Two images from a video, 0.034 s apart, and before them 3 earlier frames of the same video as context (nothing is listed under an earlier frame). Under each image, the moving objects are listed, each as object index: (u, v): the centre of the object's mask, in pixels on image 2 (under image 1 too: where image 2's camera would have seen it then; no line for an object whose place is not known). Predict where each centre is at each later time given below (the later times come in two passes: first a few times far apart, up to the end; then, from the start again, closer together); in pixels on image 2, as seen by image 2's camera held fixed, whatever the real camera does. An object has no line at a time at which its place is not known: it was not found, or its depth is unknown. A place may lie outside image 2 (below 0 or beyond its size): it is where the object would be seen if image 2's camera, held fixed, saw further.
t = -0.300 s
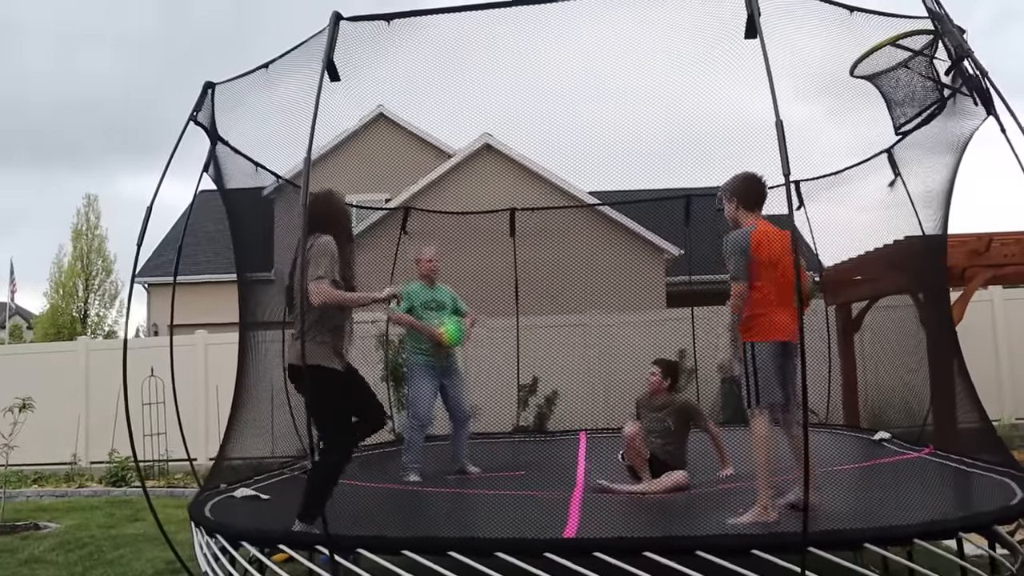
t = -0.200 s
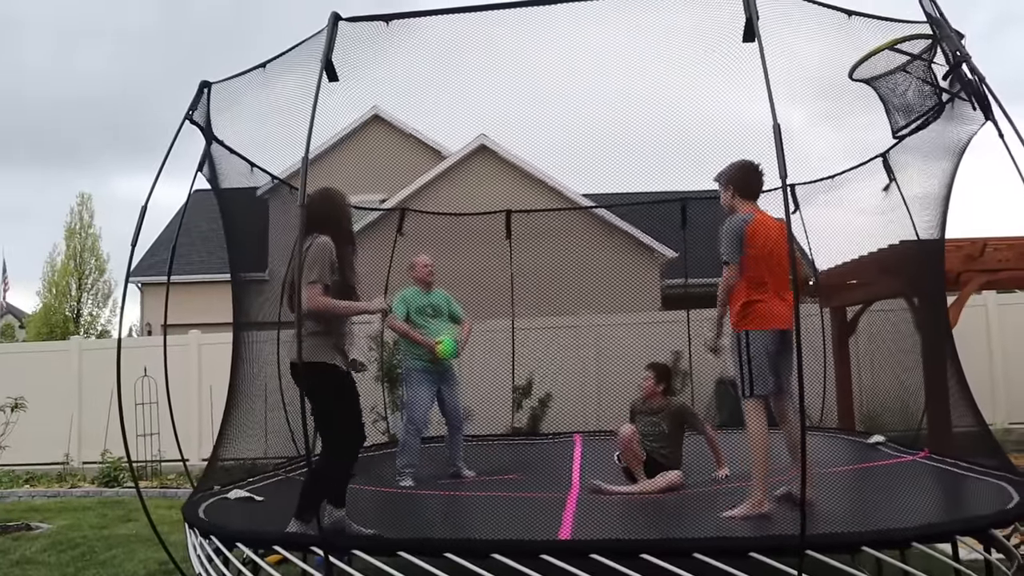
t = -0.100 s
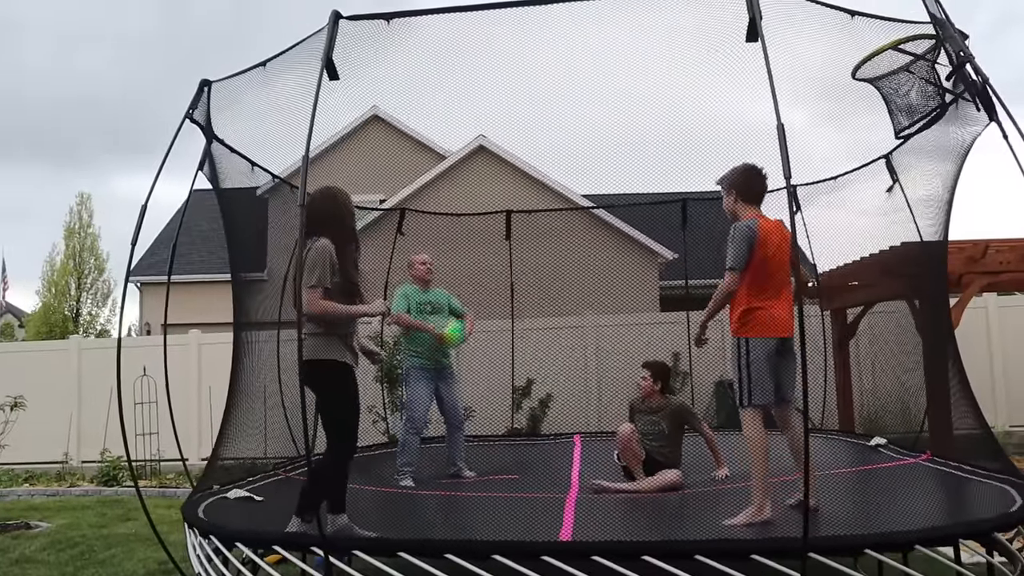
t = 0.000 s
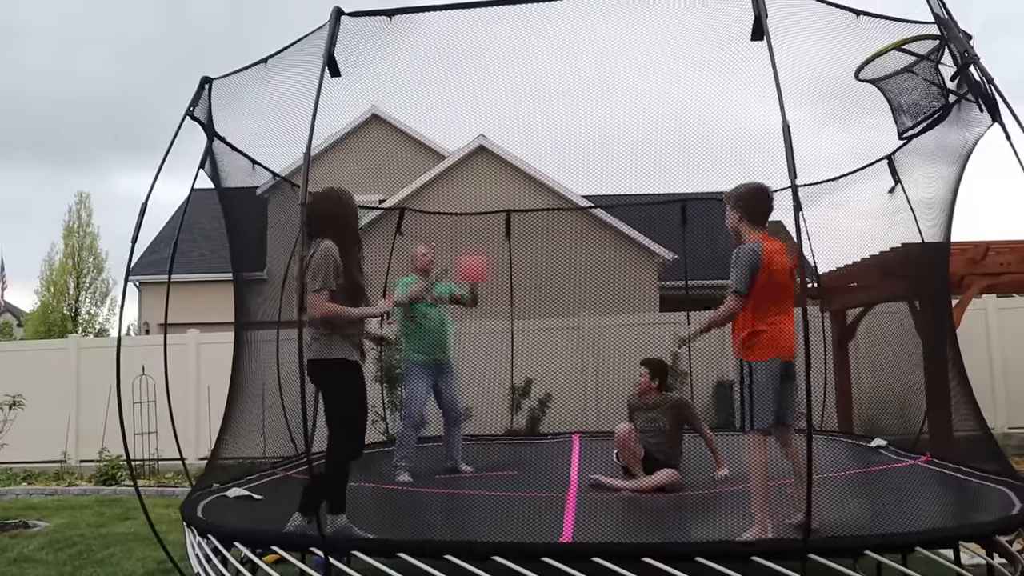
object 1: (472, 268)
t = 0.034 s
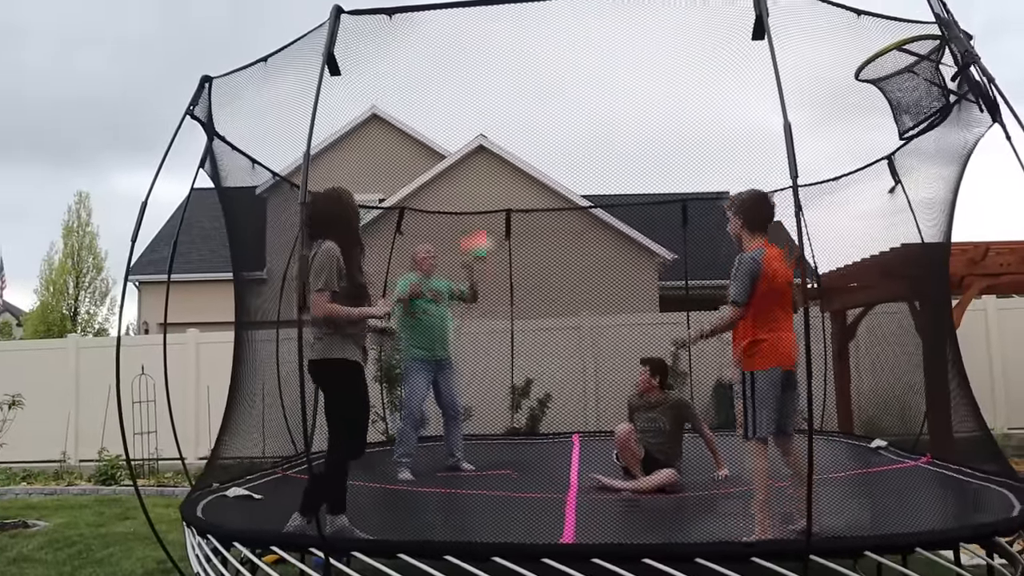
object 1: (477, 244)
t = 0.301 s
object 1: (530, 107)
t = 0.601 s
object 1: (600, 60)
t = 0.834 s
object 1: (666, 118)
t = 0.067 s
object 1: (486, 220)
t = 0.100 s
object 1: (494, 198)
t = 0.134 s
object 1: (499, 182)
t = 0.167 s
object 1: (502, 165)
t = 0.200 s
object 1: (510, 149)
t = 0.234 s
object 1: (517, 133)
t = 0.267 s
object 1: (523, 119)
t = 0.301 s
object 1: (530, 107)
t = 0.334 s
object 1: (539, 96)
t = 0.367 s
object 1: (547, 87)
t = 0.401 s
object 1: (554, 78)
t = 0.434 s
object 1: (560, 71)
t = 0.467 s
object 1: (567, 67)
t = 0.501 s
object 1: (576, 62)
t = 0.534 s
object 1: (584, 60)
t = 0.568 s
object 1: (591, 59)
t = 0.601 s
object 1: (600, 60)
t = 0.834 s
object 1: (666, 118)
